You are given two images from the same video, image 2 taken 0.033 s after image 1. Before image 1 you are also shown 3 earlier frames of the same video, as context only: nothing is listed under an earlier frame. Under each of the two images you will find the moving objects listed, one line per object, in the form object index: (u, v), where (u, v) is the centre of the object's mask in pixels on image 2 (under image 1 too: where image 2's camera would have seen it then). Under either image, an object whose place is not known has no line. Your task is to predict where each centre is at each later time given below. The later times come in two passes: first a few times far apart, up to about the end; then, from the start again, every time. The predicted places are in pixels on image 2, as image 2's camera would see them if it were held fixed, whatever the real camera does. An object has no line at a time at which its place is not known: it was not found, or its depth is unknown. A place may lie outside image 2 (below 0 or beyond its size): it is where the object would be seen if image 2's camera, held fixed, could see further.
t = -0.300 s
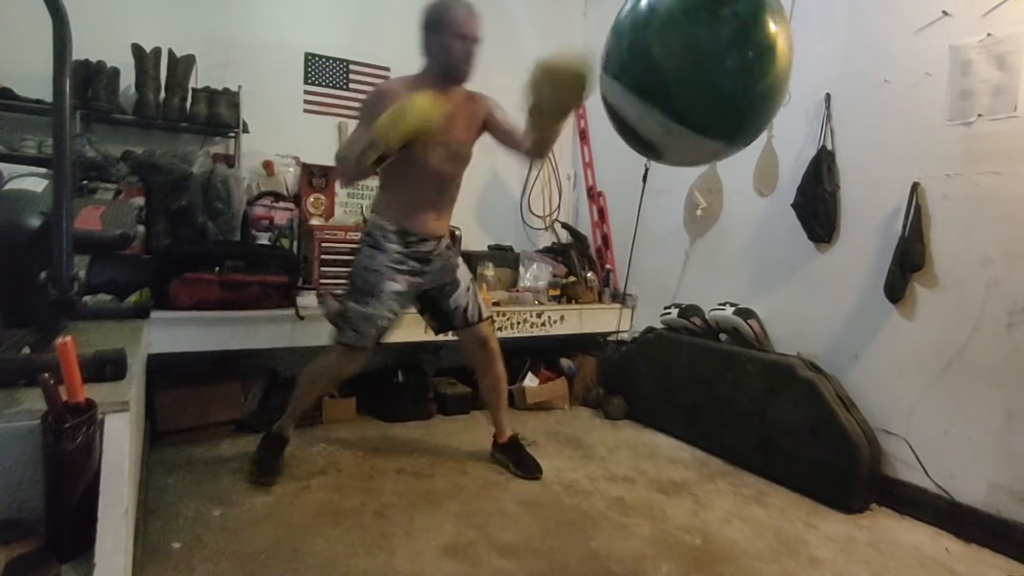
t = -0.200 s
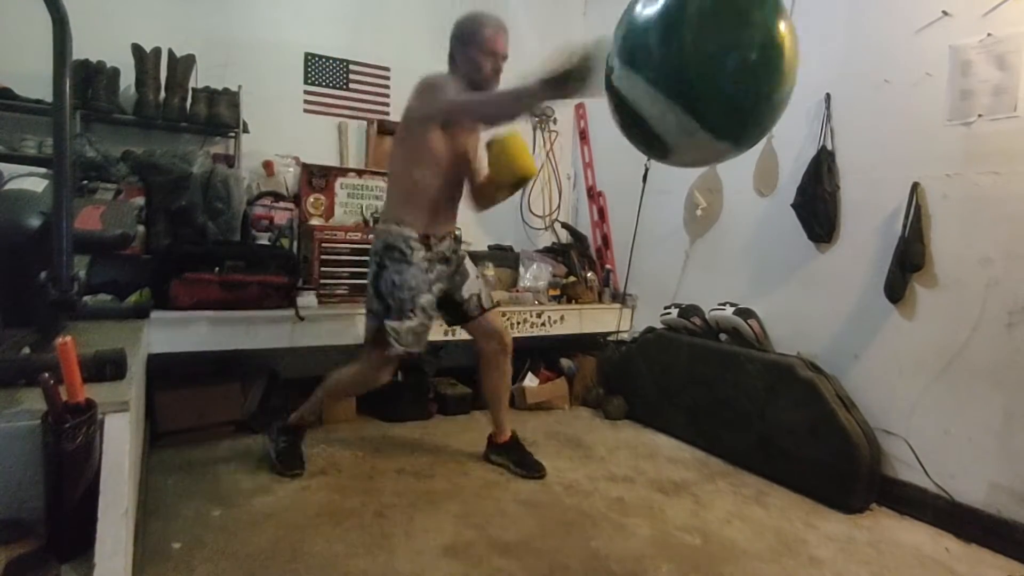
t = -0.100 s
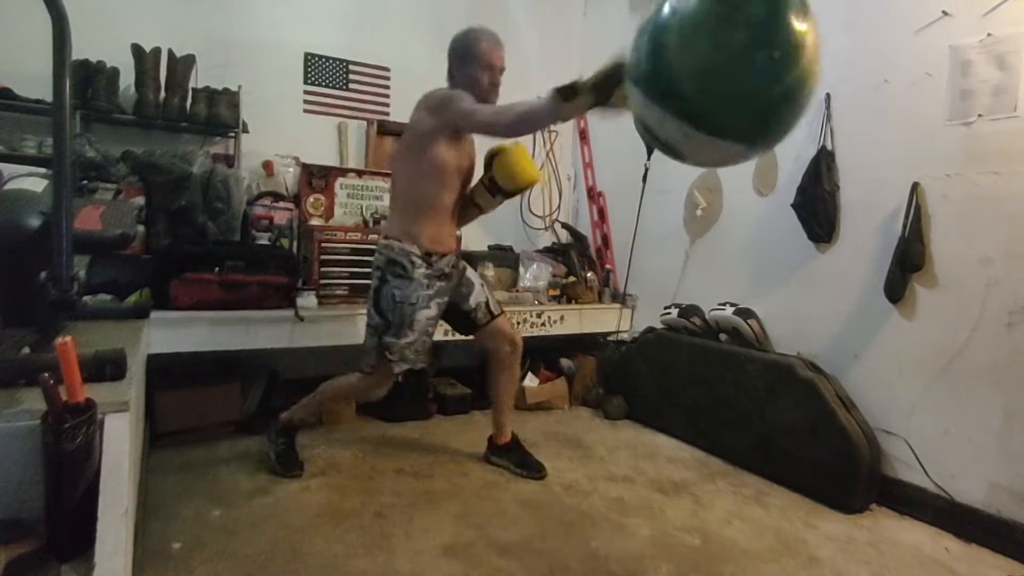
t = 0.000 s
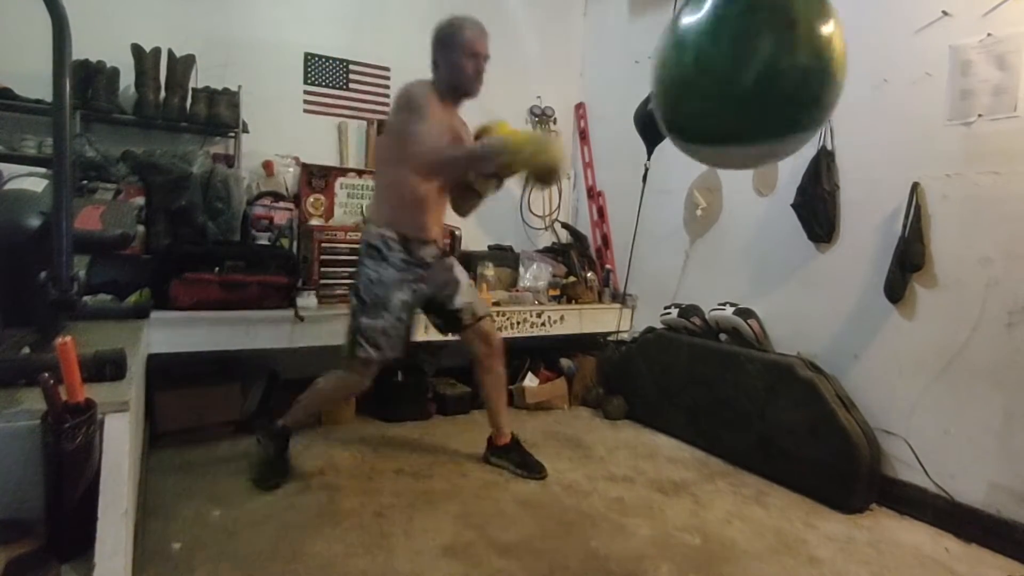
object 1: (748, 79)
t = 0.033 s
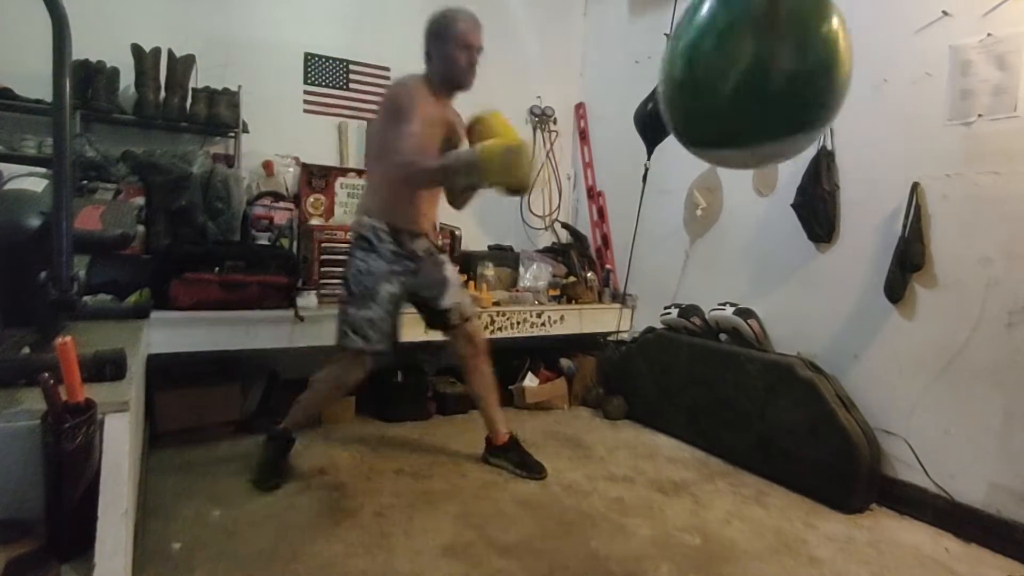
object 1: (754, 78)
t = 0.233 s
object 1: (785, 80)
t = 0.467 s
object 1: (785, 82)
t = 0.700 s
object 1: (753, 86)
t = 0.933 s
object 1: (702, 89)
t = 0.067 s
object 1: (761, 79)
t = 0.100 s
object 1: (768, 80)
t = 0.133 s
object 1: (772, 79)
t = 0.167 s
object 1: (777, 79)
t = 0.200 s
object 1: (781, 79)
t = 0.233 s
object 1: (785, 80)
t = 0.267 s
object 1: (787, 80)
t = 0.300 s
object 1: (788, 80)
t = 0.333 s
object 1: (790, 80)
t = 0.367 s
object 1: (790, 81)
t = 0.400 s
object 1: (789, 81)
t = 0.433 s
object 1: (787, 82)
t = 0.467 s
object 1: (785, 82)
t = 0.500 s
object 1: (782, 83)
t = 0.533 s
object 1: (779, 83)
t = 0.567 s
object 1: (775, 84)
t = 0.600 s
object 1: (770, 84)
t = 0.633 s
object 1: (765, 85)
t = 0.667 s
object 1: (759, 86)
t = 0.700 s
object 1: (753, 86)
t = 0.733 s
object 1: (746, 87)
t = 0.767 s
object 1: (740, 87)
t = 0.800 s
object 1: (732, 88)
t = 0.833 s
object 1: (725, 88)
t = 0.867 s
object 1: (717, 89)
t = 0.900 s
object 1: (710, 89)
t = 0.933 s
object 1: (702, 89)
